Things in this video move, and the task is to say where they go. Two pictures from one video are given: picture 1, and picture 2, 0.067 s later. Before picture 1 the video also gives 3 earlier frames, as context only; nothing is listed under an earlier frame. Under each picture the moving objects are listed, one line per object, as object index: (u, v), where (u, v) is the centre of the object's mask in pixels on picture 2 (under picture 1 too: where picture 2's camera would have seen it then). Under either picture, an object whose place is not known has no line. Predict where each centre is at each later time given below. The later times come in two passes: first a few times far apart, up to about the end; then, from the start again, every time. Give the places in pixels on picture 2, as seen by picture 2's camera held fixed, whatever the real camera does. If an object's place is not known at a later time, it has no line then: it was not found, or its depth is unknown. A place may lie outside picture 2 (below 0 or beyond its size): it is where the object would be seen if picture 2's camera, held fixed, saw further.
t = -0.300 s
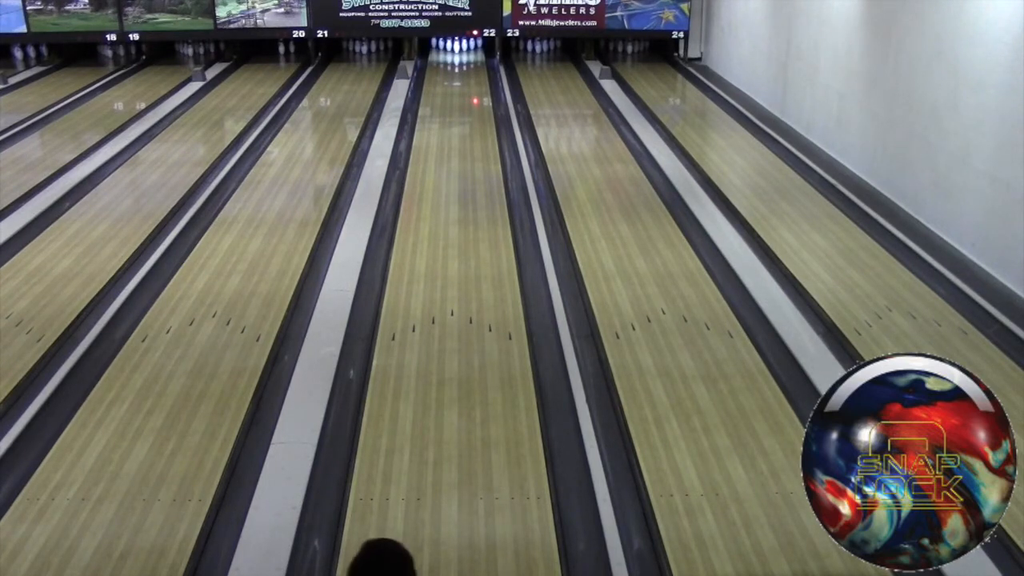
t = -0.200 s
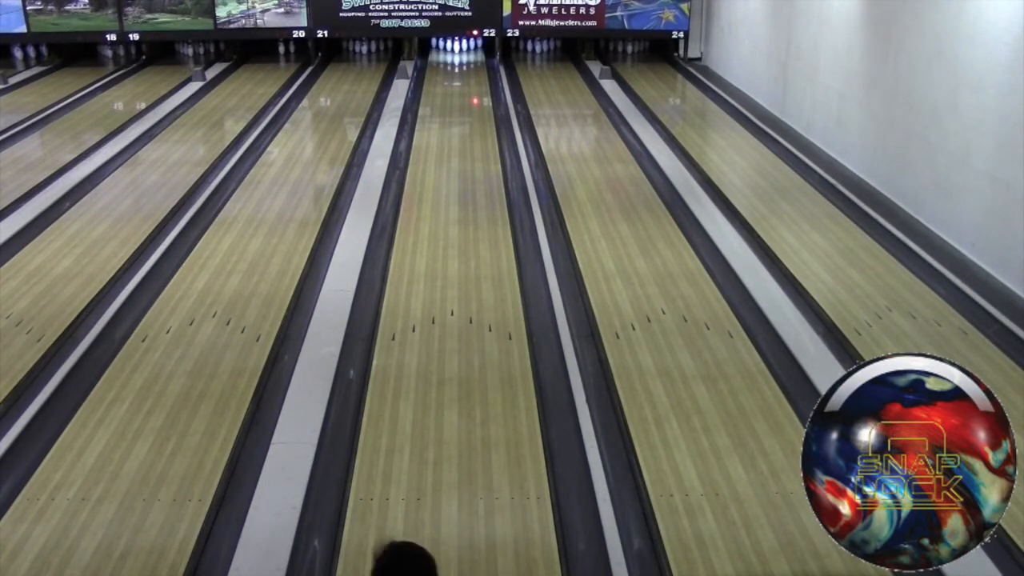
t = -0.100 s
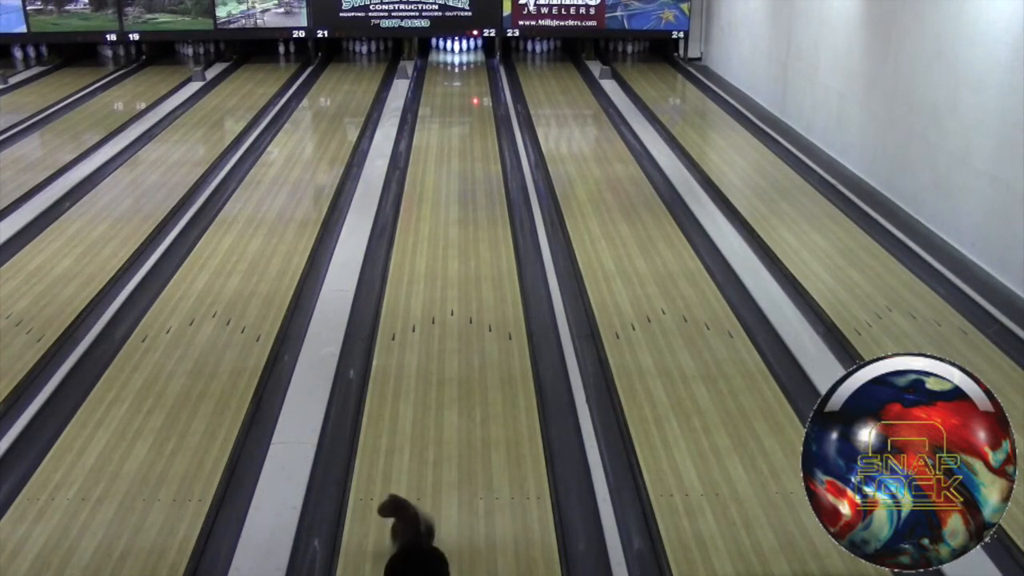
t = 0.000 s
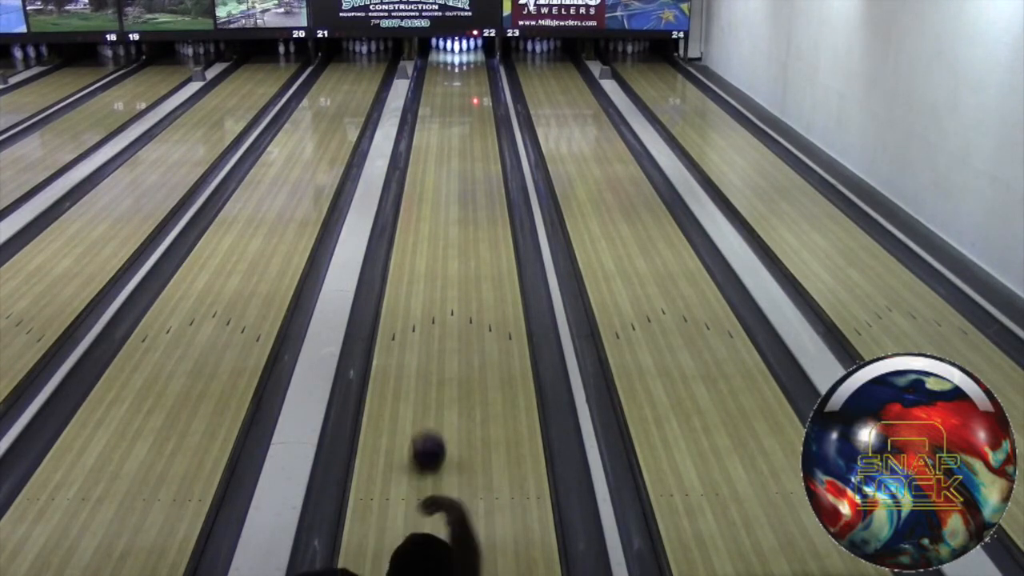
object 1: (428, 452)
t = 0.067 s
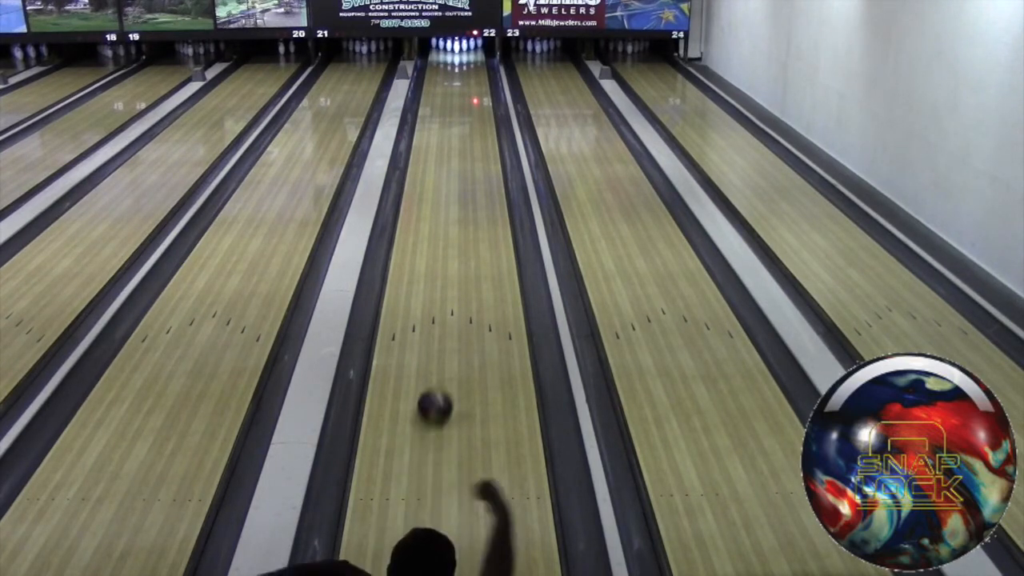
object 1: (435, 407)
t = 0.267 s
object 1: (452, 305)
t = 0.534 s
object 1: (465, 220)
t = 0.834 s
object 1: (475, 159)
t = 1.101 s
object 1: (479, 120)
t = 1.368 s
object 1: (481, 93)
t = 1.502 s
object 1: (479, 82)
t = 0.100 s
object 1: (438, 387)
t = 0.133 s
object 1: (441, 368)
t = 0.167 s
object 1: (445, 351)
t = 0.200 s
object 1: (447, 335)
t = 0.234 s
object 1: (449, 319)
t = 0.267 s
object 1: (452, 305)
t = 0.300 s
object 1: (454, 292)
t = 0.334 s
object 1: (456, 280)
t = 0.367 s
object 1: (458, 270)
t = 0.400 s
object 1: (460, 258)
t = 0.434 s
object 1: (461, 248)
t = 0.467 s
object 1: (463, 239)
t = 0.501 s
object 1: (464, 229)
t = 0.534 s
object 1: (465, 220)
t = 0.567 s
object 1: (467, 213)
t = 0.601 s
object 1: (468, 204)
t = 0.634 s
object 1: (469, 197)
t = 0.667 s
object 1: (470, 190)
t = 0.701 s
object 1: (471, 183)
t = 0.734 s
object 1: (472, 176)
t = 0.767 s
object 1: (473, 170)
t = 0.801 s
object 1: (474, 164)
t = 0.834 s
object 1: (475, 159)
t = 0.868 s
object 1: (476, 153)
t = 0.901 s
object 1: (476, 148)
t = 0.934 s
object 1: (477, 143)
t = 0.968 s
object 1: (477, 138)
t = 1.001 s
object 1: (478, 134)
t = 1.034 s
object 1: (479, 129)
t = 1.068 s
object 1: (479, 125)
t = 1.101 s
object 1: (479, 120)
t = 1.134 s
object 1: (480, 116)
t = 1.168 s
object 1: (480, 112)
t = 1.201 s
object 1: (480, 108)
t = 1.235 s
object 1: (481, 105)
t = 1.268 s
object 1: (481, 102)
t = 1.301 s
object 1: (481, 99)
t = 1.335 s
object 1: (481, 96)
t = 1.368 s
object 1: (481, 93)
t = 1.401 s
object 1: (480, 90)
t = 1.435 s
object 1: (480, 87)
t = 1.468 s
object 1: (479, 85)
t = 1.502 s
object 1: (479, 82)
